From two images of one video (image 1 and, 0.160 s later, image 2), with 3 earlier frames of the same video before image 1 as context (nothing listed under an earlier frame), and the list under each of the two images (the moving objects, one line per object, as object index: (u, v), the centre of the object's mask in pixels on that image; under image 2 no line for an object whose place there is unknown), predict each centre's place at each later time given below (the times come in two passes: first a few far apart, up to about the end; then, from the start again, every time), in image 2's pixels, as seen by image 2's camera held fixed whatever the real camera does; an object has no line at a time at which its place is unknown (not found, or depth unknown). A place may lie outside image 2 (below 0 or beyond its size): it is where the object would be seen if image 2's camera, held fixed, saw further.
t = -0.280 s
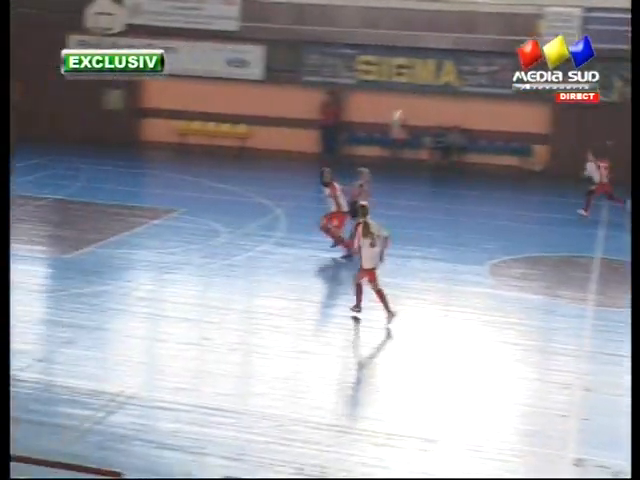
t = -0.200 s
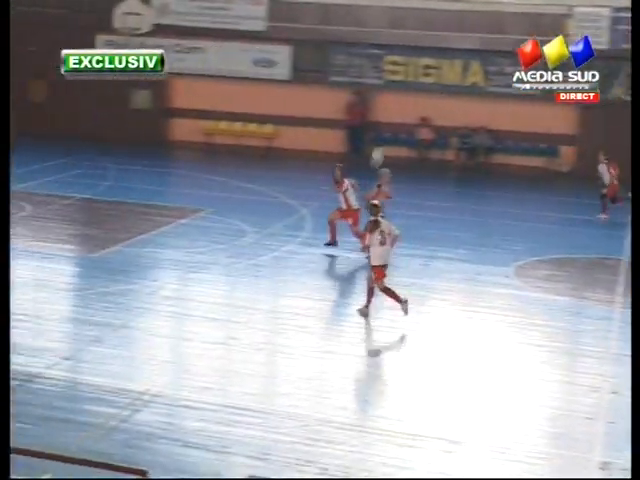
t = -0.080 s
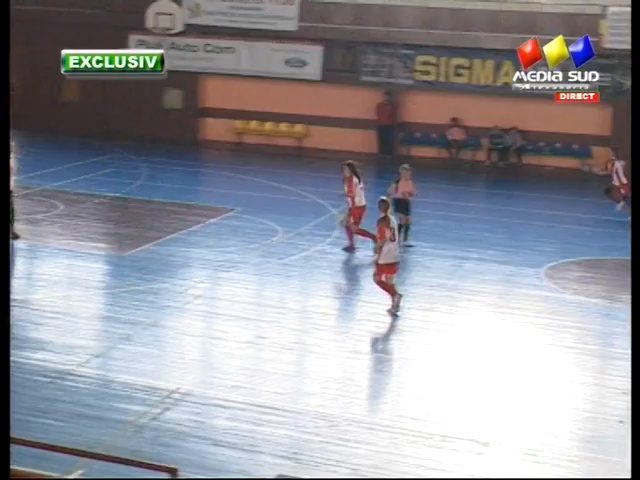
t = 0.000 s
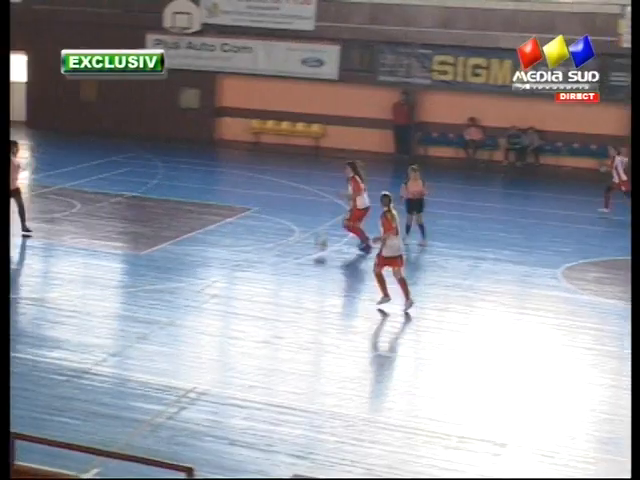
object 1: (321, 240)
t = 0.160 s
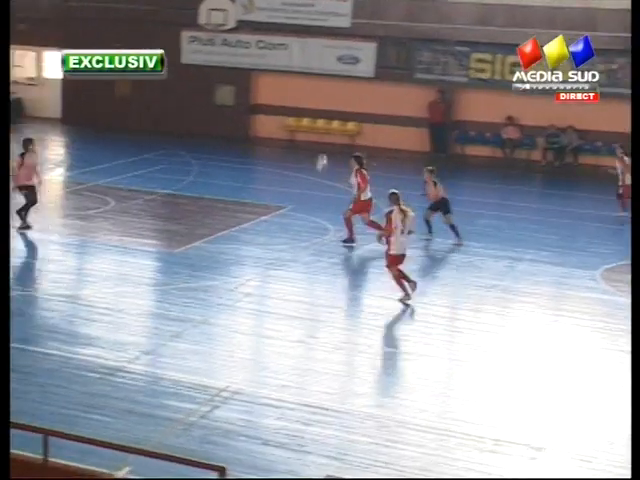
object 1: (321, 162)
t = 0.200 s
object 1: (313, 146)
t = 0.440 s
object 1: (260, 70)
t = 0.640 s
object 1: (219, 36)
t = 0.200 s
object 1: (313, 146)
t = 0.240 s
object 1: (304, 129)
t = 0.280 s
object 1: (296, 113)
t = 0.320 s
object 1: (287, 103)
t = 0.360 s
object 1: (278, 90)
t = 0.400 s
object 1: (269, 79)
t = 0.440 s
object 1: (260, 70)
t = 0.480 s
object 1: (252, 62)
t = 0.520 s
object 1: (244, 53)
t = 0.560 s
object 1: (235, 47)
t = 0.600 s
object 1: (227, 41)
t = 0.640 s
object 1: (219, 36)
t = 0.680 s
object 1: (209, 31)
